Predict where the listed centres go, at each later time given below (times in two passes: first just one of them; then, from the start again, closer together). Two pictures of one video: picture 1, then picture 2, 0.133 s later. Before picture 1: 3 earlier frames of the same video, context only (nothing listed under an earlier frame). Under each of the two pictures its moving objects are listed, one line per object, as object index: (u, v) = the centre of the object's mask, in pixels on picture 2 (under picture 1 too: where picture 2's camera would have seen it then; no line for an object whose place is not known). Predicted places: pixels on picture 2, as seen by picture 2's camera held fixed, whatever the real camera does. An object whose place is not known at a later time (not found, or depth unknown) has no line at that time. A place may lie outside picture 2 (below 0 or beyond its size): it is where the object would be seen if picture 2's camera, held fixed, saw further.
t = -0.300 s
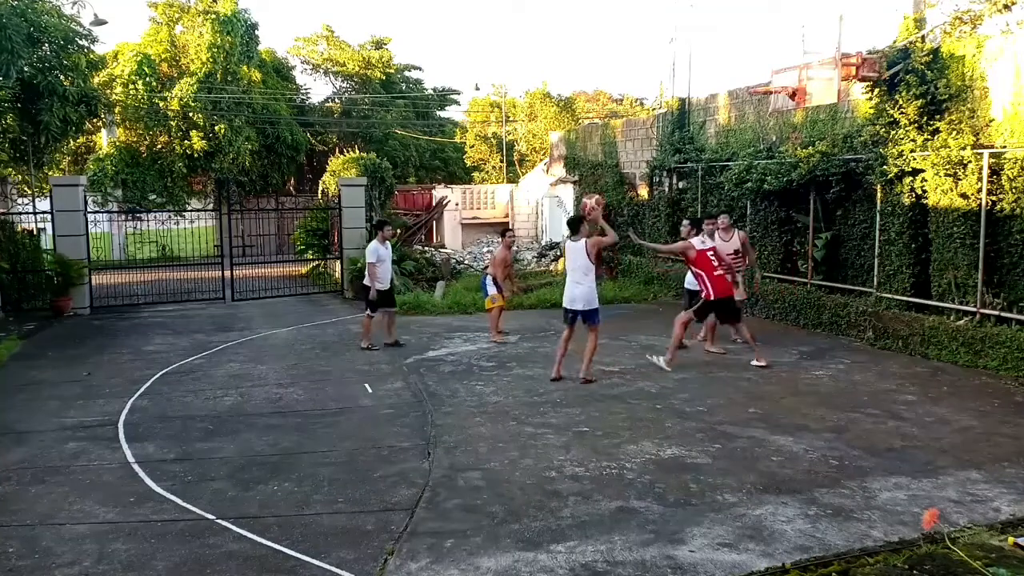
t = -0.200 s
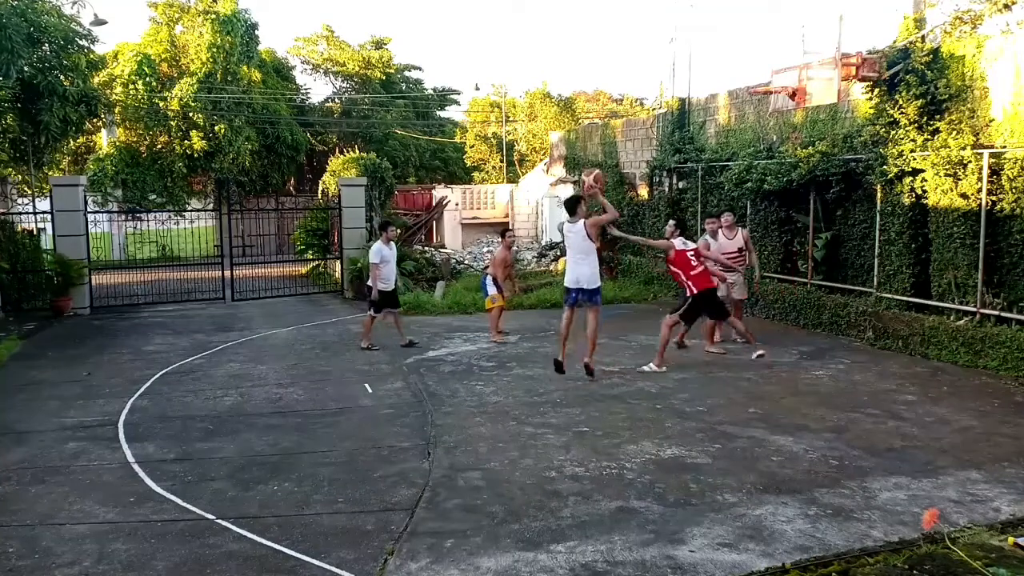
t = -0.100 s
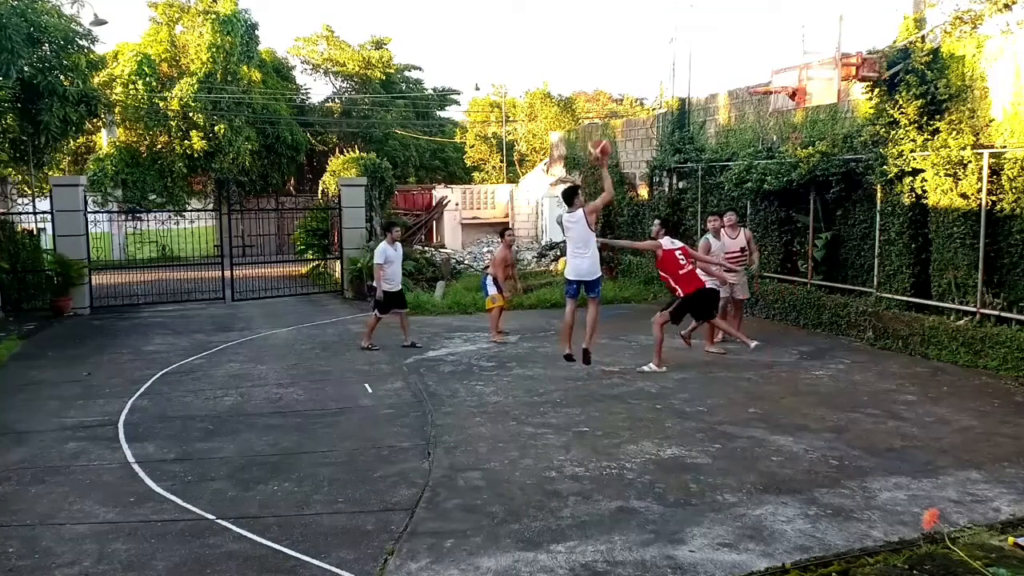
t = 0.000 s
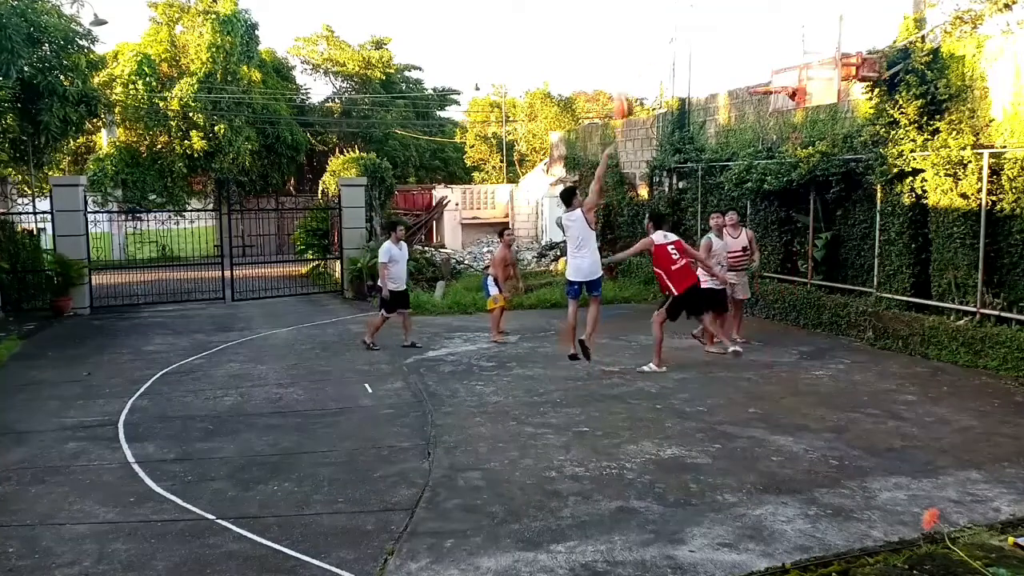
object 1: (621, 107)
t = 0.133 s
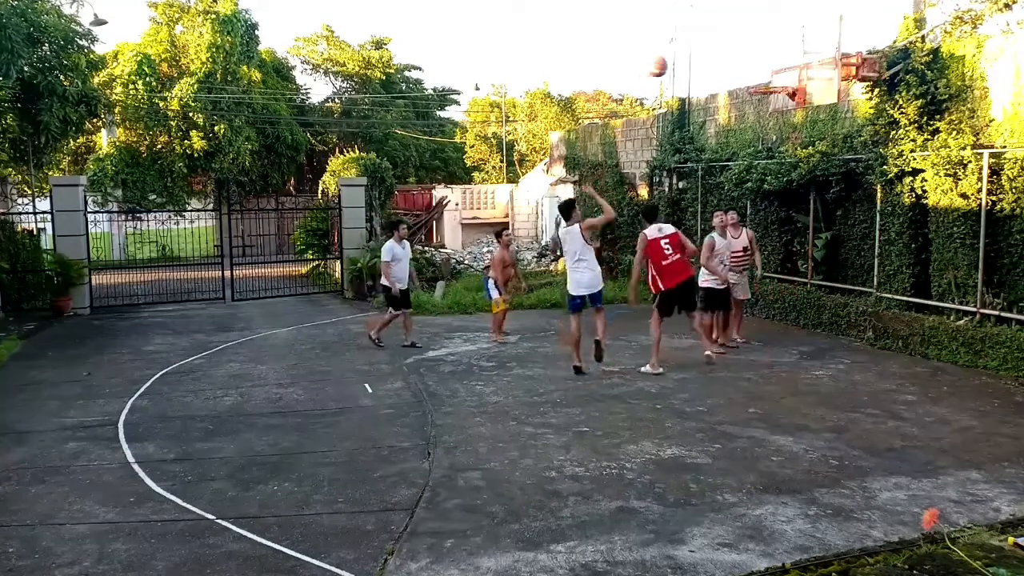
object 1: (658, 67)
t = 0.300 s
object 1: (698, 41)
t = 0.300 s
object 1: (698, 41)
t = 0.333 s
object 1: (706, 38)
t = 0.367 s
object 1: (713, 37)
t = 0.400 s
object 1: (721, 37)
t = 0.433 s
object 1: (729, 38)
